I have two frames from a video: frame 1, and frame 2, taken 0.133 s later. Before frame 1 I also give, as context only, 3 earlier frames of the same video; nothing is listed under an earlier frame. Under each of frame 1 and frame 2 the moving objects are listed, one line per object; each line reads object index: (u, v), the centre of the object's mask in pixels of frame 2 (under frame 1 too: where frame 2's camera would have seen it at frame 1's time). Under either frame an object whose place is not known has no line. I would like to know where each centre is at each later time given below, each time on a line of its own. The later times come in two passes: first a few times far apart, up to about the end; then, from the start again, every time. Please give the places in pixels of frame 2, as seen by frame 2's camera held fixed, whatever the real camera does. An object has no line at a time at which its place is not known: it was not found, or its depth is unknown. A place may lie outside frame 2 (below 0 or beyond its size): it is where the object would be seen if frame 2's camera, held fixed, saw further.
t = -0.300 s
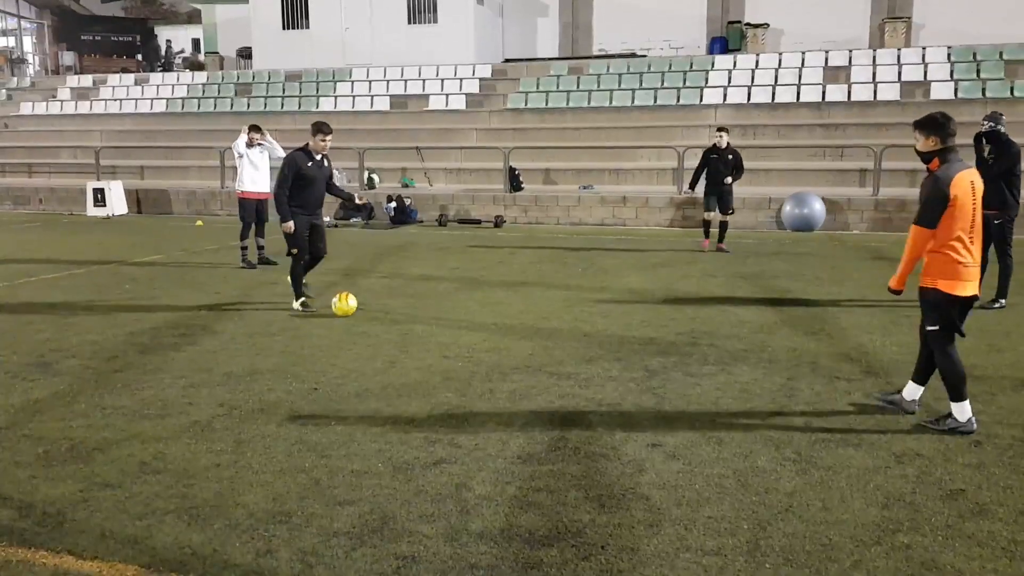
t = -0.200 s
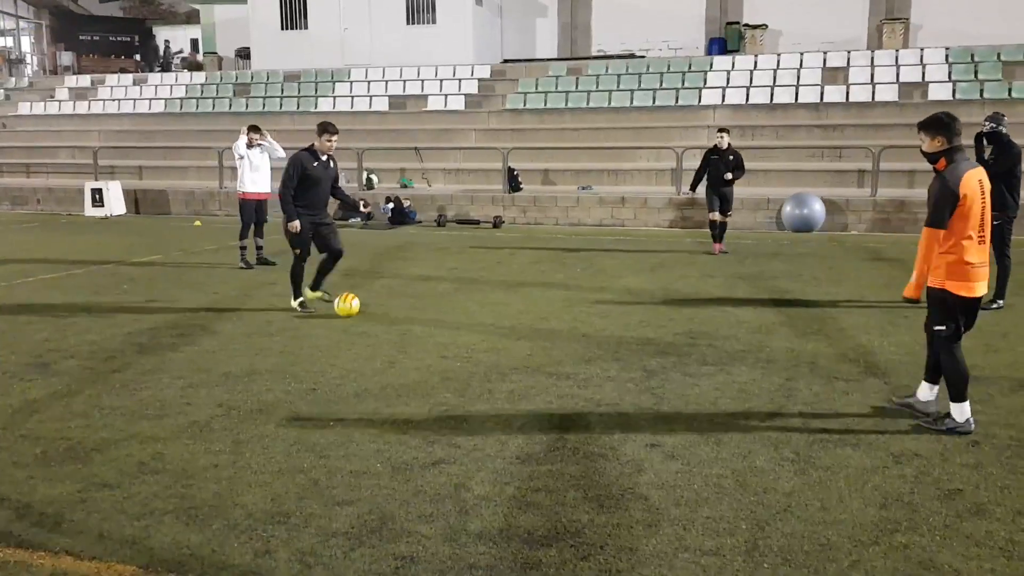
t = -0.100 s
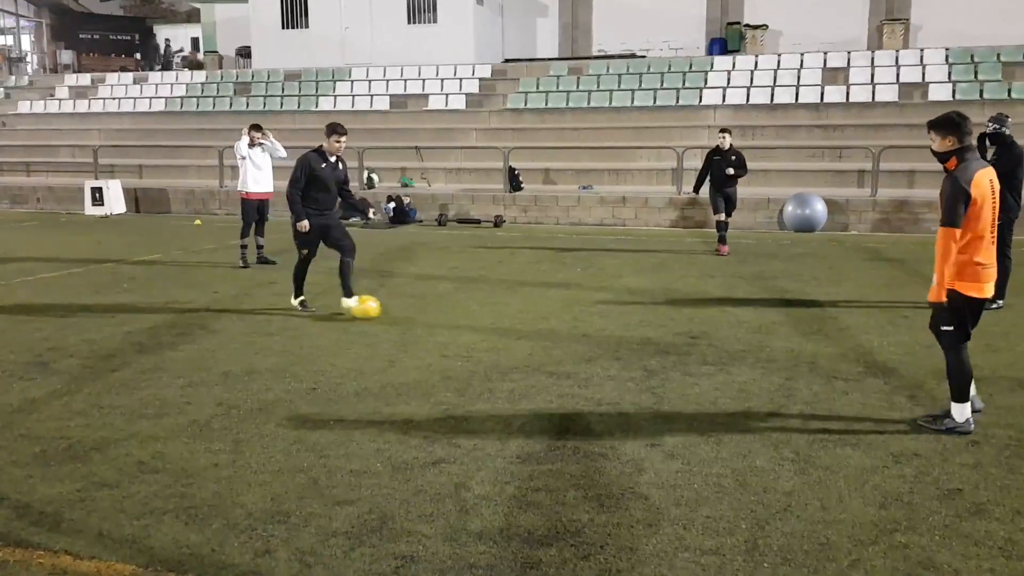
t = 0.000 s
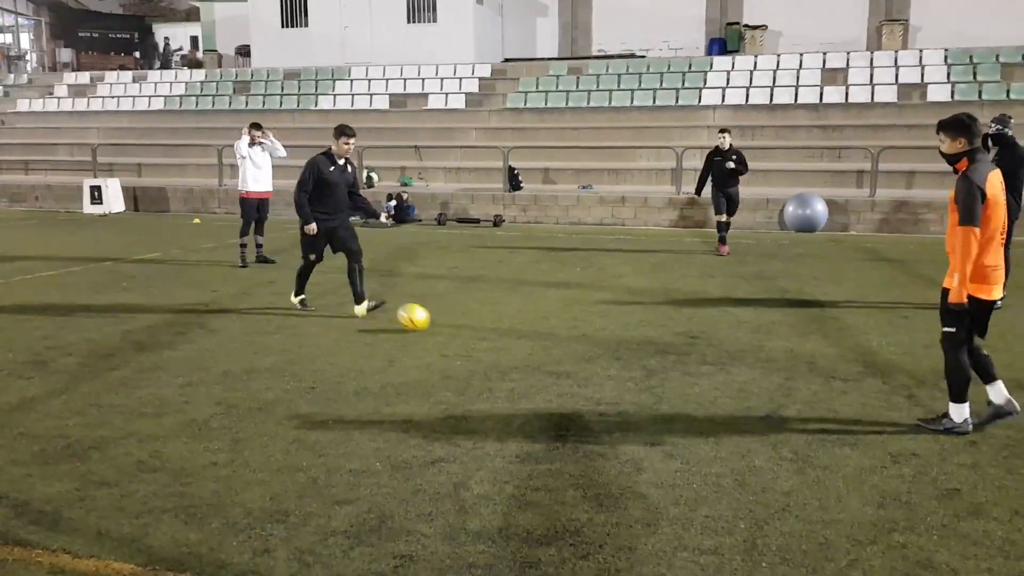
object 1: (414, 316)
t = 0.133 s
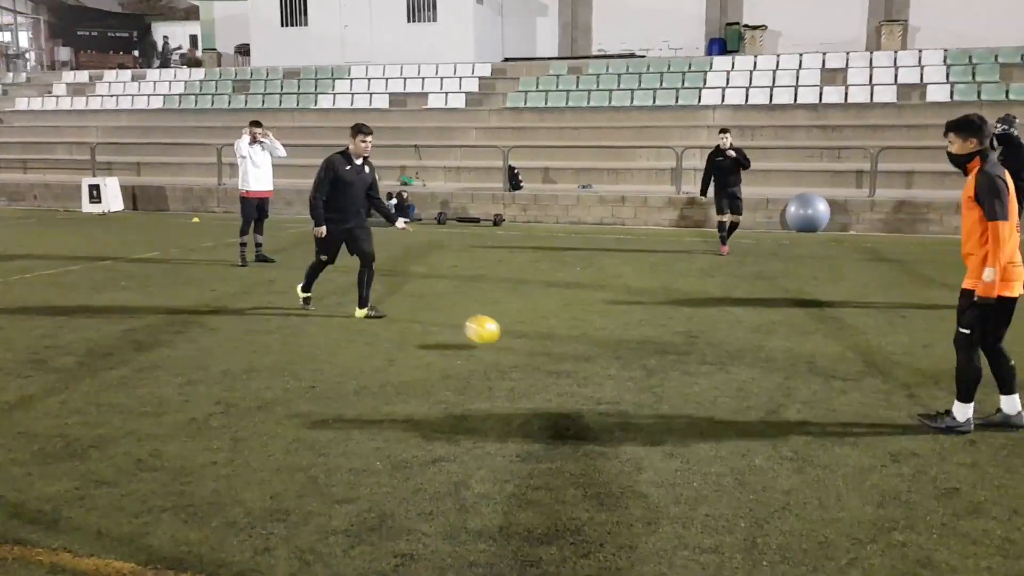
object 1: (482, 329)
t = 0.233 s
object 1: (537, 342)
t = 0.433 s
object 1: (652, 372)
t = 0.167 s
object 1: (501, 336)
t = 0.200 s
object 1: (519, 341)
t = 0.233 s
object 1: (537, 342)
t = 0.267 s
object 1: (555, 346)
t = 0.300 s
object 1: (574, 350)
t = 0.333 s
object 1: (594, 357)
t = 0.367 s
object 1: (613, 362)
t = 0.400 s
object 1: (632, 366)
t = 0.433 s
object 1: (652, 372)
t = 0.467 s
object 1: (672, 375)
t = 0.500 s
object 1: (693, 381)
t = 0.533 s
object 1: (715, 385)
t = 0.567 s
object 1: (738, 390)
